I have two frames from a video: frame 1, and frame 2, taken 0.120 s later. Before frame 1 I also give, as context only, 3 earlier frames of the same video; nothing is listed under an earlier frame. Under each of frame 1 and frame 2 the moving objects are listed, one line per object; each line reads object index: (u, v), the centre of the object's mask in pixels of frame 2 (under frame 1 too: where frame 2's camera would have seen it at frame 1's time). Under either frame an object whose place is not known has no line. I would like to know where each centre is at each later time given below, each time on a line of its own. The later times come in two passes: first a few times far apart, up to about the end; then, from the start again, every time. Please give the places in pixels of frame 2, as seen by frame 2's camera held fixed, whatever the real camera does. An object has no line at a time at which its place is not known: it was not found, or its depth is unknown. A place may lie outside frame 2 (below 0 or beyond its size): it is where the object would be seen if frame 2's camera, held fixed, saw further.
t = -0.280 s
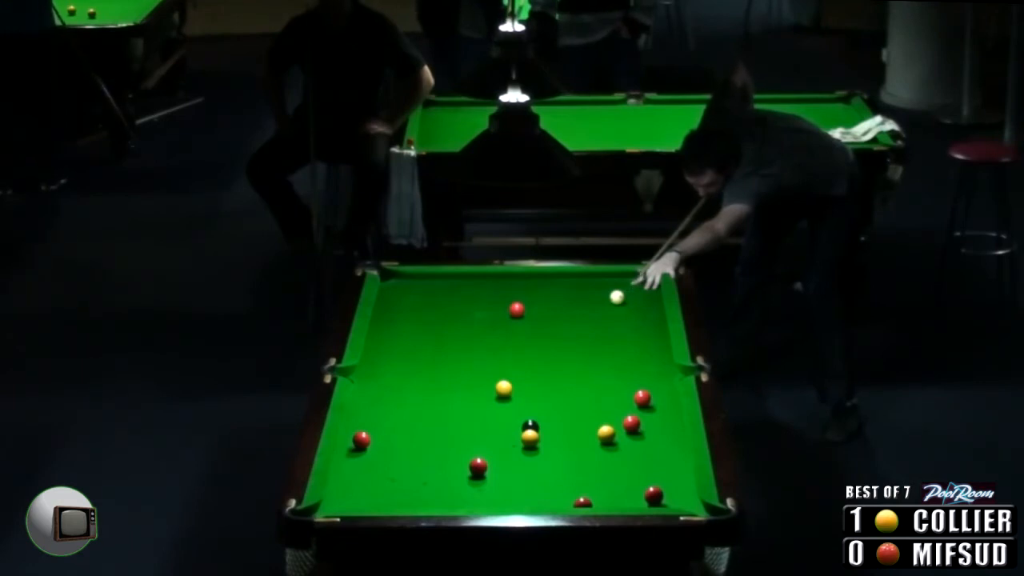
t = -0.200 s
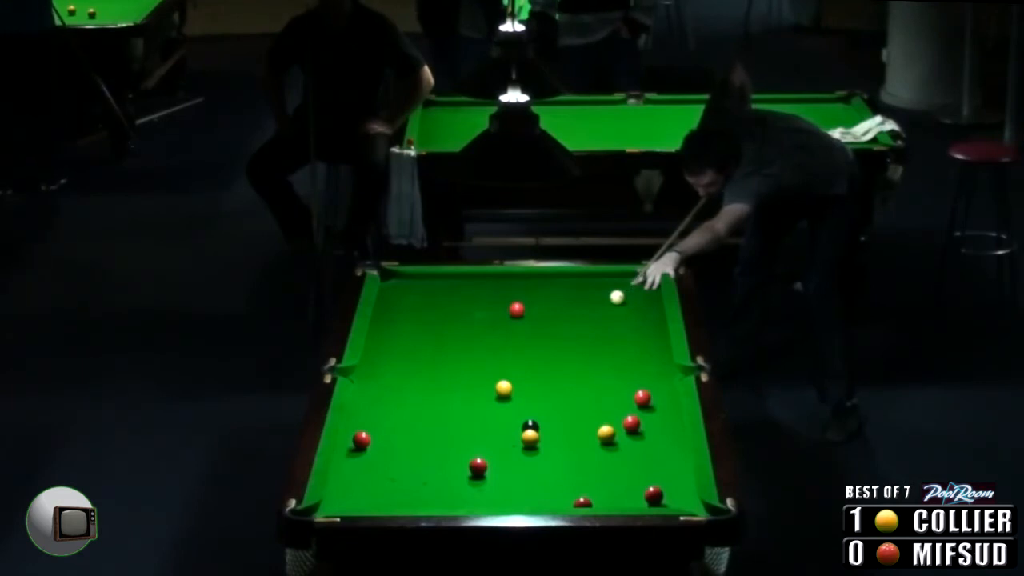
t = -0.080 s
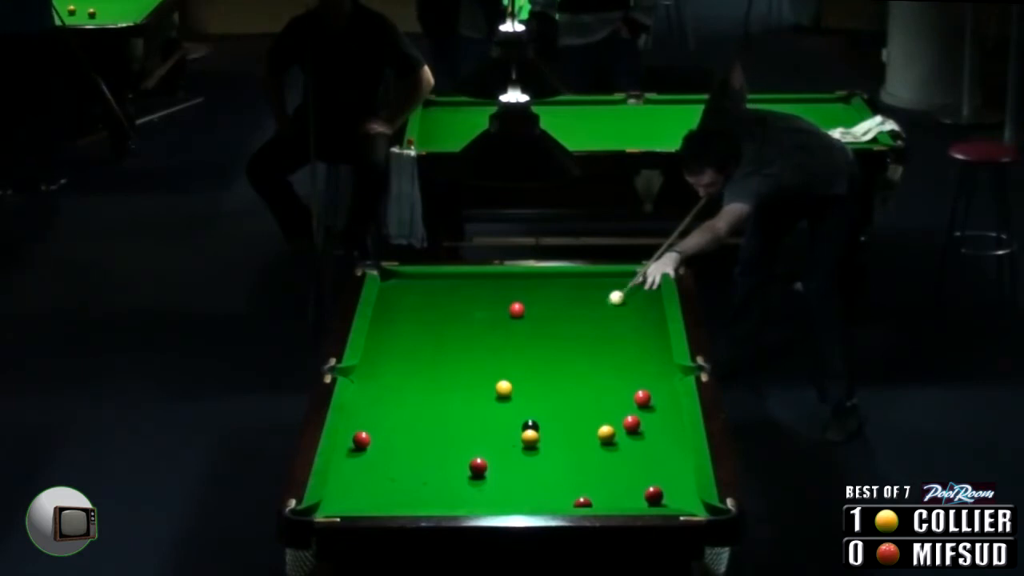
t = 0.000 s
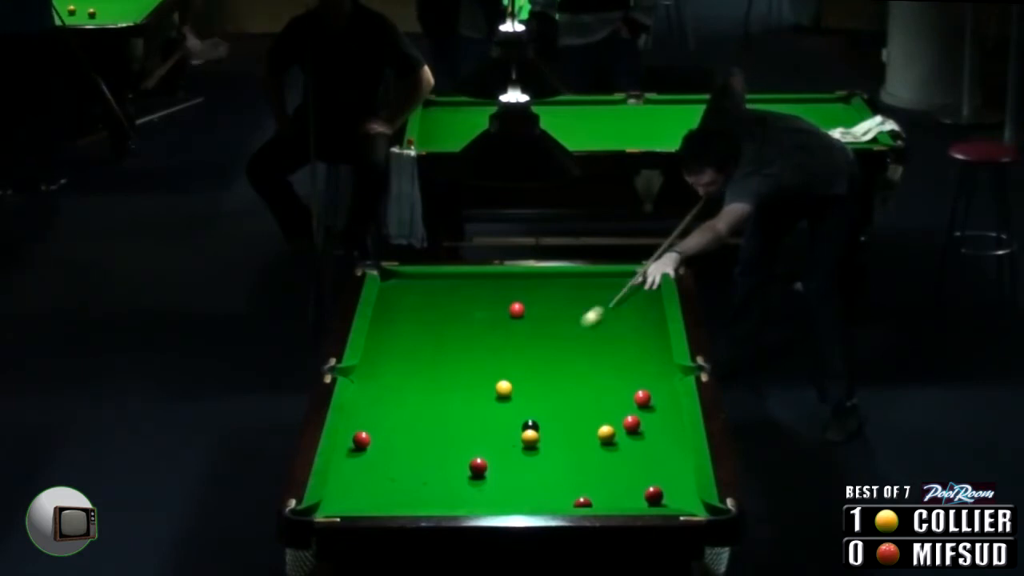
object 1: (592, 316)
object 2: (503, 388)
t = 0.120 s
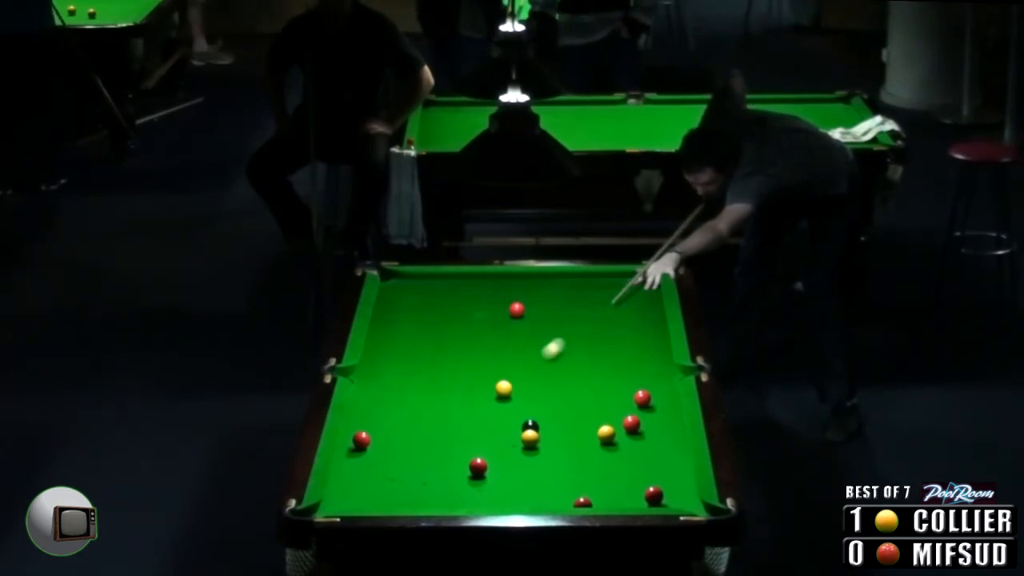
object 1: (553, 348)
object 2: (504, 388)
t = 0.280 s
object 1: (513, 383)
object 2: (496, 394)
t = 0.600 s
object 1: (521, 384)
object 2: (419, 448)
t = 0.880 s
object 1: (526, 385)
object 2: (353, 495)
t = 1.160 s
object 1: (529, 386)
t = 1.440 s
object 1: (530, 386)
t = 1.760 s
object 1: (530, 386)
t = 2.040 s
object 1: (530, 386)
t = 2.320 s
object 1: (530, 386)
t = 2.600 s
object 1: (530, 386)
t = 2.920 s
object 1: (530, 386)
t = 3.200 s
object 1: (530, 387)
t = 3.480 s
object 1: (530, 386)
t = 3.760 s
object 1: (530, 386)
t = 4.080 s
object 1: (530, 386)
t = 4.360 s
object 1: (530, 387)
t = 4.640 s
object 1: (530, 386)
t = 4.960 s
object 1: (530, 386)
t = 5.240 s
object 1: (530, 386)
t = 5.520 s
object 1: (530, 387)
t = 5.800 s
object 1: (530, 386)
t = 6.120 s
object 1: (530, 386)
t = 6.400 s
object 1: (530, 386)
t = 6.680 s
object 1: (530, 386)
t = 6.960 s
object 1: (530, 386)
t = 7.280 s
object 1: (530, 386)
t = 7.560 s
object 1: (530, 387)
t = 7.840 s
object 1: (530, 386)
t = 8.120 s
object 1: (530, 387)
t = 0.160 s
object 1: (541, 359)
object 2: (503, 388)
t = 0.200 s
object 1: (529, 368)
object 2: (504, 388)
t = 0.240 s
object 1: (518, 378)
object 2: (503, 388)
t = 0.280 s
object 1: (513, 383)
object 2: (496, 394)
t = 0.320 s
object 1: (514, 384)
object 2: (486, 400)
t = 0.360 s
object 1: (515, 384)
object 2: (475, 408)
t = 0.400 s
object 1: (516, 384)
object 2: (465, 415)
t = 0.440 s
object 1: (517, 384)
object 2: (455, 422)
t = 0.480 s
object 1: (518, 384)
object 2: (446, 428)
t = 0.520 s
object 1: (519, 384)
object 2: (437, 435)
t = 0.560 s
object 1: (520, 384)
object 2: (428, 441)
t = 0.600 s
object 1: (521, 384)
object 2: (419, 448)
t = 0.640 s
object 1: (522, 385)
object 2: (410, 454)
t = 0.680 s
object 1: (523, 385)
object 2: (401, 461)
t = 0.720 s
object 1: (523, 385)
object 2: (391, 468)
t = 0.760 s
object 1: (524, 385)
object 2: (382, 475)
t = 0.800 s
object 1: (525, 385)
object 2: (372, 481)
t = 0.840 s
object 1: (525, 385)
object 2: (363, 488)
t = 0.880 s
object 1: (526, 385)
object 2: (353, 495)
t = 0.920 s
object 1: (526, 385)
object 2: (343, 501)
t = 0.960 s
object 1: (527, 385)
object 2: (333, 507)
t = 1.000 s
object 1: (527, 385)
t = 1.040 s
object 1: (528, 386)
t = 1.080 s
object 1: (528, 386)
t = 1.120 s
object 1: (529, 386)
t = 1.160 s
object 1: (529, 386)
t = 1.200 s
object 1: (529, 386)
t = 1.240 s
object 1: (529, 386)
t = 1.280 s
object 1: (530, 386)
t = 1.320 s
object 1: (530, 386)
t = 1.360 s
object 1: (530, 386)
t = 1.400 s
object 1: (530, 386)
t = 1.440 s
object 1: (530, 386)
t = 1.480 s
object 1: (530, 386)
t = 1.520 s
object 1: (530, 386)
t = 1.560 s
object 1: (530, 386)
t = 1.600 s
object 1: (530, 386)
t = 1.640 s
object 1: (530, 387)
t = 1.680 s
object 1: (530, 386)
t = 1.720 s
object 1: (530, 387)
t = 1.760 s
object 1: (530, 386)
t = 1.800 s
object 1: (530, 387)
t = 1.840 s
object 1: (530, 387)
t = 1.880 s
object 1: (530, 387)
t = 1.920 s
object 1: (530, 386)
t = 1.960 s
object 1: (530, 387)
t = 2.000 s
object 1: (530, 386)
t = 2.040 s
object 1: (530, 386)
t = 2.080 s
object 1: (530, 387)
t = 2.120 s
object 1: (530, 386)
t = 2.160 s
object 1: (530, 386)
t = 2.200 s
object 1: (530, 386)
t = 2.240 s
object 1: (530, 387)
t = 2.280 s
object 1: (530, 386)
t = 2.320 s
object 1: (530, 386)
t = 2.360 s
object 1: (530, 386)
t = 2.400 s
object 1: (530, 386)
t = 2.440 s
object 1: (530, 386)
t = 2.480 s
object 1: (530, 386)
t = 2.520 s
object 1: (530, 386)
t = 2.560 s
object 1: (530, 386)
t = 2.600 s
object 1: (530, 386)
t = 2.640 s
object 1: (530, 386)
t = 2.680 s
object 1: (530, 386)
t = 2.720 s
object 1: (530, 386)
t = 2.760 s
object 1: (530, 386)
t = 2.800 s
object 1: (530, 386)
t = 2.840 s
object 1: (530, 386)
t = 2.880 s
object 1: (530, 386)
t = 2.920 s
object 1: (530, 386)
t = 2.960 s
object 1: (530, 387)
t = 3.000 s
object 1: (530, 387)
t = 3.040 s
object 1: (530, 387)
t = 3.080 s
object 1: (530, 387)
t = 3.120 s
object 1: (530, 386)
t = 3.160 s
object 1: (530, 387)
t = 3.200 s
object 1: (530, 387)
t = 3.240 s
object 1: (530, 387)
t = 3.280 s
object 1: (530, 387)
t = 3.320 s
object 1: (530, 386)
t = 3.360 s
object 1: (530, 386)
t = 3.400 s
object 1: (530, 386)
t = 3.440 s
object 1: (530, 386)
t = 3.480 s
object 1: (530, 386)
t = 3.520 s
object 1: (530, 386)
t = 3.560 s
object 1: (530, 387)
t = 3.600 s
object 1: (530, 387)
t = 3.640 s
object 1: (530, 387)
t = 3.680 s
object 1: (530, 387)
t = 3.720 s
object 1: (530, 386)
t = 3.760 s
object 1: (530, 386)
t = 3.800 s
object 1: (530, 386)
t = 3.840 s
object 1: (530, 386)
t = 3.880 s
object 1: (530, 386)
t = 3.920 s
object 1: (530, 386)
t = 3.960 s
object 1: (530, 387)
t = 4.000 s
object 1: (530, 387)
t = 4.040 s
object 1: (530, 387)
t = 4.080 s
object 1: (530, 386)
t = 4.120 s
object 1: (530, 386)
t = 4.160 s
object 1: (530, 386)
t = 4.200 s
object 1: (530, 386)
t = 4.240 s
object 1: (530, 386)
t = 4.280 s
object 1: (530, 386)
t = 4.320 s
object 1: (530, 387)
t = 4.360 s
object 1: (530, 387)
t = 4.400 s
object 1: (530, 386)
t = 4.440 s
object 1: (530, 386)
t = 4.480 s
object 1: (530, 387)
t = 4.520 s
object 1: (530, 386)
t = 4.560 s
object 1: (530, 386)
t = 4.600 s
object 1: (530, 386)
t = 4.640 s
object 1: (530, 386)
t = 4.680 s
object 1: (530, 387)
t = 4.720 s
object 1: (530, 386)
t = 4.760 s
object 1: (530, 387)
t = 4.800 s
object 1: (530, 386)
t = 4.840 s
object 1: (530, 386)
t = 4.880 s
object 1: (530, 387)
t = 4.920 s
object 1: (530, 386)
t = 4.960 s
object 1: (530, 386)
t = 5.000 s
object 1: (530, 386)
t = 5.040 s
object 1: (530, 387)
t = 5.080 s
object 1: (530, 386)
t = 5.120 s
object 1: (530, 386)
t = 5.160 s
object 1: (530, 387)
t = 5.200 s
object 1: (530, 387)
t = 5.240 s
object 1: (530, 386)
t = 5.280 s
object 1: (530, 386)
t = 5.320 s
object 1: (530, 387)
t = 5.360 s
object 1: (530, 387)
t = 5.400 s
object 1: (530, 386)
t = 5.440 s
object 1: (530, 386)
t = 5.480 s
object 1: (530, 387)
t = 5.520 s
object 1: (530, 387)
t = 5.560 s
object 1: (530, 386)
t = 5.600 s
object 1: (530, 386)
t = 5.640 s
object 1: (530, 386)
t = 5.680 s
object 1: (530, 386)
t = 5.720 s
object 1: (530, 386)
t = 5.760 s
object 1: (530, 387)
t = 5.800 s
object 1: (530, 386)
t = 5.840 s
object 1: (530, 386)
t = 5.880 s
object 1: (530, 386)
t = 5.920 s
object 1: (530, 386)
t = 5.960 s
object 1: (530, 386)
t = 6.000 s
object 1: (530, 386)
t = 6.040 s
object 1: (530, 387)
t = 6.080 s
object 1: (530, 387)
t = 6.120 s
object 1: (530, 386)
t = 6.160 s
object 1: (530, 386)
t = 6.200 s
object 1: (530, 386)
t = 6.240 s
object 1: (530, 386)
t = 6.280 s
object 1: (530, 386)
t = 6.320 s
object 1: (530, 386)
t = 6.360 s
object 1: (530, 386)
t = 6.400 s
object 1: (530, 386)
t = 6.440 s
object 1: (530, 386)
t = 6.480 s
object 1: (530, 386)
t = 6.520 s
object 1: (530, 386)
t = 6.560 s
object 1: (530, 386)
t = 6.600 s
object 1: (530, 386)
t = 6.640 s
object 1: (530, 386)
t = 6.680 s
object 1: (530, 386)
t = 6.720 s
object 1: (530, 386)
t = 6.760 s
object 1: (530, 387)
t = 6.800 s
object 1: (530, 386)
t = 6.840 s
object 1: (530, 386)
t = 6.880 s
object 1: (530, 386)
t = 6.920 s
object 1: (530, 386)
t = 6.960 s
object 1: (530, 386)
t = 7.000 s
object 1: (530, 386)
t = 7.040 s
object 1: (530, 386)
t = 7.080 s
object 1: (530, 386)
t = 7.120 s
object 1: (531, 386)
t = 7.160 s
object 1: (530, 386)
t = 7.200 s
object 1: (530, 386)
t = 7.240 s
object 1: (530, 386)
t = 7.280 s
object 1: (530, 386)
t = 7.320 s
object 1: (530, 386)
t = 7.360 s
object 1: (530, 386)
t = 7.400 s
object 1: (530, 386)
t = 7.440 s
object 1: (530, 386)
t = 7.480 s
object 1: (530, 386)
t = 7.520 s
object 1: (530, 386)
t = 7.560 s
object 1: (530, 387)
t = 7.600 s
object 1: (530, 386)
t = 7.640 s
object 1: (530, 386)
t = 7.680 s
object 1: (531, 386)
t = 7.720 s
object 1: (530, 386)
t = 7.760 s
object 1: (530, 386)
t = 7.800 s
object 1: (530, 386)
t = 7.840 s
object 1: (530, 386)
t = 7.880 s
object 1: (530, 386)
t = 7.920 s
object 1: (530, 386)
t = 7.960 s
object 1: (530, 386)
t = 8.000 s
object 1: (530, 386)
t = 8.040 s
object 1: (530, 387)
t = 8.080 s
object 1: (531, 387)
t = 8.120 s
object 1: (530, 387)
